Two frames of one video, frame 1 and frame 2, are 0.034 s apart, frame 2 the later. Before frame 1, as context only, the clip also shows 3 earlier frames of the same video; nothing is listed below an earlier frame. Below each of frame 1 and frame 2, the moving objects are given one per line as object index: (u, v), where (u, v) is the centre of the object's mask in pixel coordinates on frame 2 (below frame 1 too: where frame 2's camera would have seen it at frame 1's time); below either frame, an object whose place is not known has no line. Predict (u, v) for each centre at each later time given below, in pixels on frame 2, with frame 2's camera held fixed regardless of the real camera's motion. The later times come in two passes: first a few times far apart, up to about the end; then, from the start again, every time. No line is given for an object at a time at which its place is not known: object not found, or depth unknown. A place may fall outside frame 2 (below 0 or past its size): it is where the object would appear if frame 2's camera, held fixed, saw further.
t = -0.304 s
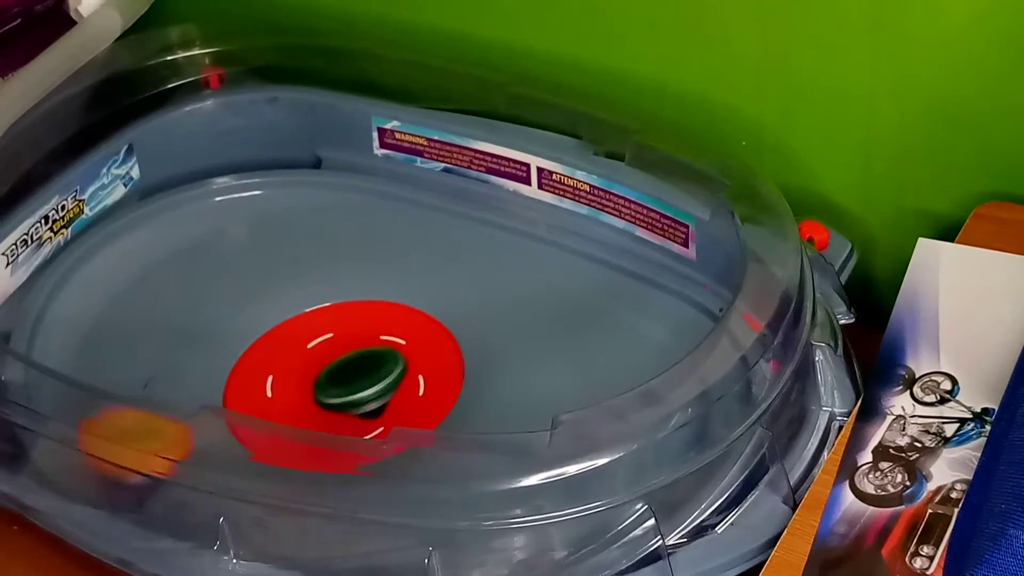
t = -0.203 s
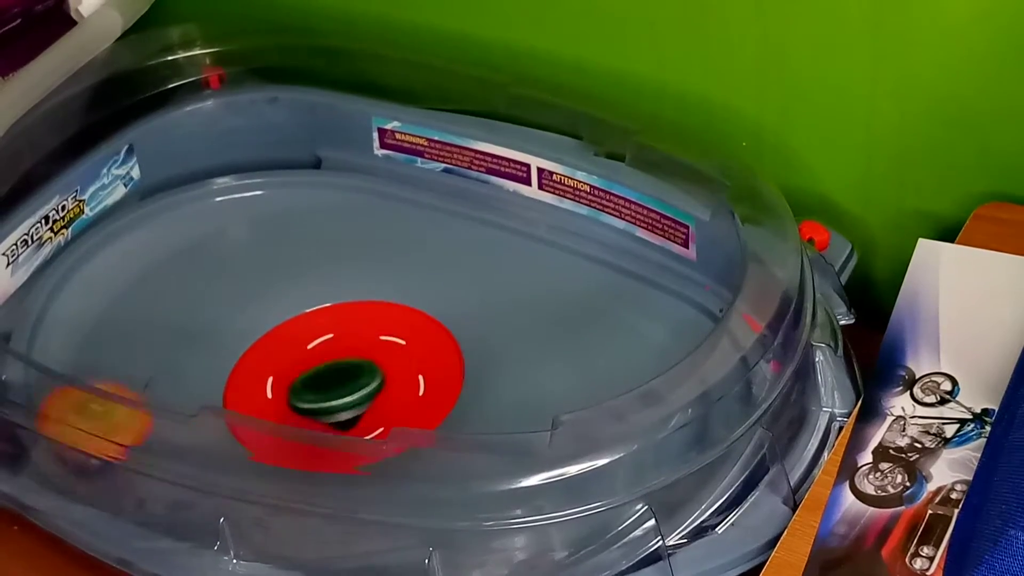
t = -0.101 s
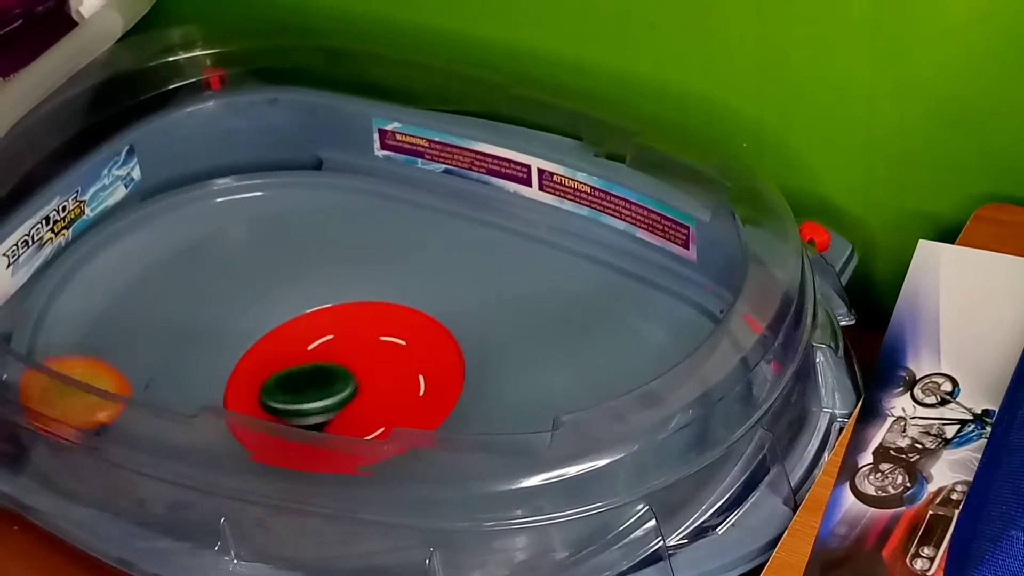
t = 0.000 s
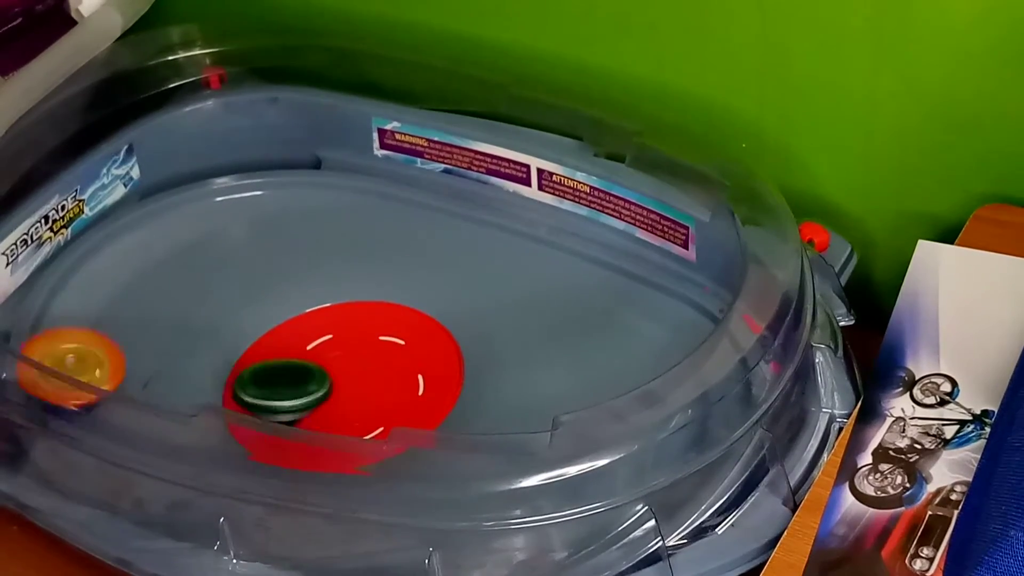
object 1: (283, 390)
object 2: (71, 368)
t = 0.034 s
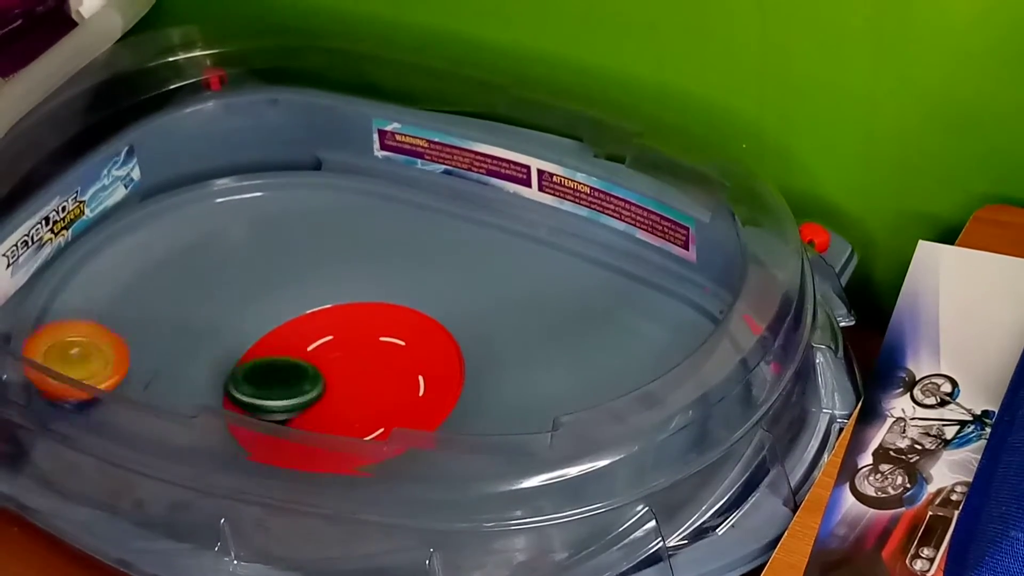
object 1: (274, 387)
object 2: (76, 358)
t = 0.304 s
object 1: (258, 357)
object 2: (159, 323)
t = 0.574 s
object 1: (342, 386)
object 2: (221, 281)
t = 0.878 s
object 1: (364, 417)
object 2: (341, 344)
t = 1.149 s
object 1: (288, 477)
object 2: (406, 330)
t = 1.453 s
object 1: (234, 447)
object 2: (336, 383)
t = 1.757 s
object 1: (262, 373)
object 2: (401, 378)
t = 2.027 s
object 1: (342, 373)
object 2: (402, 395)
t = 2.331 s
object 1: (346, 364)
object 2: (336, 425)
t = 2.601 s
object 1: (379, 353)
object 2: (288, 383)
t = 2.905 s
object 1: (367, 359)
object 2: (269, 356)
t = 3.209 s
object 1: (348, 361)
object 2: (283, 388)
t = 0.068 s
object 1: (268, 384)
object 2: (80, 352)
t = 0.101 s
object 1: (264, 381)
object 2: (87, 344)
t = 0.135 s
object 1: (260, 376)
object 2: (96, 339)
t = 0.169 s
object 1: (258, 373)
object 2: (105, 336)
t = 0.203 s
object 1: (256, 368)
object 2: (118, 330)
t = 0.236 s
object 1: (255, 364)
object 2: (129, 327)
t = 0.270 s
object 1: (256, 360)
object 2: (145, 324)
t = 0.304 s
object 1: (258, 357)
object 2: (159, 323)
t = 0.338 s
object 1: (264, 357)
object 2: (171, 319)
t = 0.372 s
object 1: (283, 366)
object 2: (181, 307)
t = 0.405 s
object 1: (300, 373)
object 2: (181, 299)
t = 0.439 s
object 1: (311, 378)
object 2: (189, 291)
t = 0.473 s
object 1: (320, 380)
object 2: (196, 287)
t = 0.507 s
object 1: (329, 381)
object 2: (202, 283)
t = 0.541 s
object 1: (335, 383)
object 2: (211, 280)
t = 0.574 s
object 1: (342, 386)
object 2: (221, 281)
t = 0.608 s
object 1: (348, 388)
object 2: (231, 282)
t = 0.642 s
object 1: (352, 391)
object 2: (243, 288)
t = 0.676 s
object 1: (355, 394)
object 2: (252, 297)
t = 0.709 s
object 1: (357, 396)
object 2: (265, 310)
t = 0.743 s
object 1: (360, 400)
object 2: (277, 320)
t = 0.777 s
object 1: (361, 402)
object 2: (296, 332)
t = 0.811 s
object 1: (361, 405)
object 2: (310, 345)
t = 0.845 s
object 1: (363, 409)
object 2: (329, 345)
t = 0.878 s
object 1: (364, 417)
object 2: (341, 344)
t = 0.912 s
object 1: (354, 438)
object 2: (354, 336)
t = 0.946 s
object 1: (344, 454)
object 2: (369, 332)
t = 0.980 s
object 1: (335, 463)
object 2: (379, 329)
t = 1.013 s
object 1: (320, 470)
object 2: (388, 327)
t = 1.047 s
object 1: (313, 478)
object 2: (396, 326)
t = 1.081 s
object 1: (307, 477)
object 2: (403, 326)
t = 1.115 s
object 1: (298, 478)
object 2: (405, 328)
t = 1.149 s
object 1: (288, 477)
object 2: (406, 330)
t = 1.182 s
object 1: (278, 474)
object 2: (408, 334)
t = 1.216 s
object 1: (265, 476)
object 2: (405, 339)
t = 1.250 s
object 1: (257, 474)
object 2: (401, 344)
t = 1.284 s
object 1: (250, 469)
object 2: (395, 350)
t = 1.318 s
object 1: (244, 466)
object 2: (387, 357)
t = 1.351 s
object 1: (238, 461)
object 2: (376, 364)
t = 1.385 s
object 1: (234, 458)
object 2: (363, 371)
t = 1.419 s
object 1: (233, 449)
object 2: (352, 376)
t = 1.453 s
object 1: (234, 447)
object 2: (336, 383)
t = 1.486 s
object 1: (238, 432)
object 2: (323, 387)
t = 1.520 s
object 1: (234, 424)
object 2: (326, 388)
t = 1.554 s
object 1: (233, 419)
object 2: (326, 389)
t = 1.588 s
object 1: (226, 411)
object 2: (341, 390)
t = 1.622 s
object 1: (219, 403)
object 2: (357, 391)
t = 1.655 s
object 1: (223, 383)
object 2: (366, 390)
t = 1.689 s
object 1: (236, 379)
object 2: (376, 386)
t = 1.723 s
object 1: (246, 375)
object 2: (392, 379)
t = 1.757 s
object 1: (262, 373)
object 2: (401, 378)
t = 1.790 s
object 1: (276, 372)
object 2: (408, 379)
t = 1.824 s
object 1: (290, 371)
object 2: (408, 380)
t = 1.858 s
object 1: (306, 370)
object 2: (409, 377)
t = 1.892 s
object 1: (319, 372)
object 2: (411, 376)
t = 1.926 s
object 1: (329, 374)
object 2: (414, 375)
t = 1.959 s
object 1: (334, 376)
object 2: (414, 380)
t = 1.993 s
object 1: (338, 375)
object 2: (410, 387)
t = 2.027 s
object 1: (342, 373)
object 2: (402, 395)
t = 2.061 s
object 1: (345, 369)
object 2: (396, 402)
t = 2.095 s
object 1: (348, 367)
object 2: (401, 407)
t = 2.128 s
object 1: (350, 364)
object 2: (394, 410)
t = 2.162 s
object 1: (349, 361)
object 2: (394, 415)
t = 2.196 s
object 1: (349, 358)
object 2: (388, 419)
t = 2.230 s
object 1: (351, 356)
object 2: (378, 423)
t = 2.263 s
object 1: (353, 356)
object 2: (363, 426)
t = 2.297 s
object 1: (350, 360)
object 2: (347, 426)
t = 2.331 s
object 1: (346, 364)
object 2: (336, 425)
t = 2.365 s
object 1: (342, 365)
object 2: (327, 420)
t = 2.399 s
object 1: (339, 361)
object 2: (325, 415)
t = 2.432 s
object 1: (340, 359)
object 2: (321, 411)
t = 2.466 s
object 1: (344, 359)
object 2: (314, 407)
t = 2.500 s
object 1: (351, 359)
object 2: (307, 404)
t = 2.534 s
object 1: (362, 356)
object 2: (298, 400)
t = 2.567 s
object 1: (372, 355)
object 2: (295, 393)
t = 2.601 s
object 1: (379, 353)
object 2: (288, 383)
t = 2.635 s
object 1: (384, 349)
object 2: (283, 375)
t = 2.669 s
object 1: (387, 347)
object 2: (277, 369)
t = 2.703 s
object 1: (388, 346)
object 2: (273, 364)
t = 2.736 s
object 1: (388, 346)
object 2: (270, 358)
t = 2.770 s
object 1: (387, 347)
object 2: (268, 356)
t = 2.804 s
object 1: (384, 350)
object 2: (265, 354)
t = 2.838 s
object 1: (380, 353)
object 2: (264, 354)
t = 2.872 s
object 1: (374, 357)
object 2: (266, 355)
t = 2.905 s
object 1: (367, 359)
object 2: (269, 356)
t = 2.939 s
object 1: (358, 361)
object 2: (272, 359)
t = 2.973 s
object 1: (350, 361)
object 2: (275, 363)
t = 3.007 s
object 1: (345, 360)
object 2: (276, 369)
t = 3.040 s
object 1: (344, 360)
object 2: (276, 373)
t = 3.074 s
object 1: (344, 360)
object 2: (277, 376)
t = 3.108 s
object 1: (344, 360)
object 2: (280, 381)
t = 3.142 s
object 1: (345, 360)
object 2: (282, 384)
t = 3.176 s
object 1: (347, 361)
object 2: (282, 385)
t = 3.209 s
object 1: (348, 361)
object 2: (283, 388)
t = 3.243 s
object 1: (349, 361)
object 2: (282, 390)
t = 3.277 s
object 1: (350, 361)
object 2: (282, 390)
